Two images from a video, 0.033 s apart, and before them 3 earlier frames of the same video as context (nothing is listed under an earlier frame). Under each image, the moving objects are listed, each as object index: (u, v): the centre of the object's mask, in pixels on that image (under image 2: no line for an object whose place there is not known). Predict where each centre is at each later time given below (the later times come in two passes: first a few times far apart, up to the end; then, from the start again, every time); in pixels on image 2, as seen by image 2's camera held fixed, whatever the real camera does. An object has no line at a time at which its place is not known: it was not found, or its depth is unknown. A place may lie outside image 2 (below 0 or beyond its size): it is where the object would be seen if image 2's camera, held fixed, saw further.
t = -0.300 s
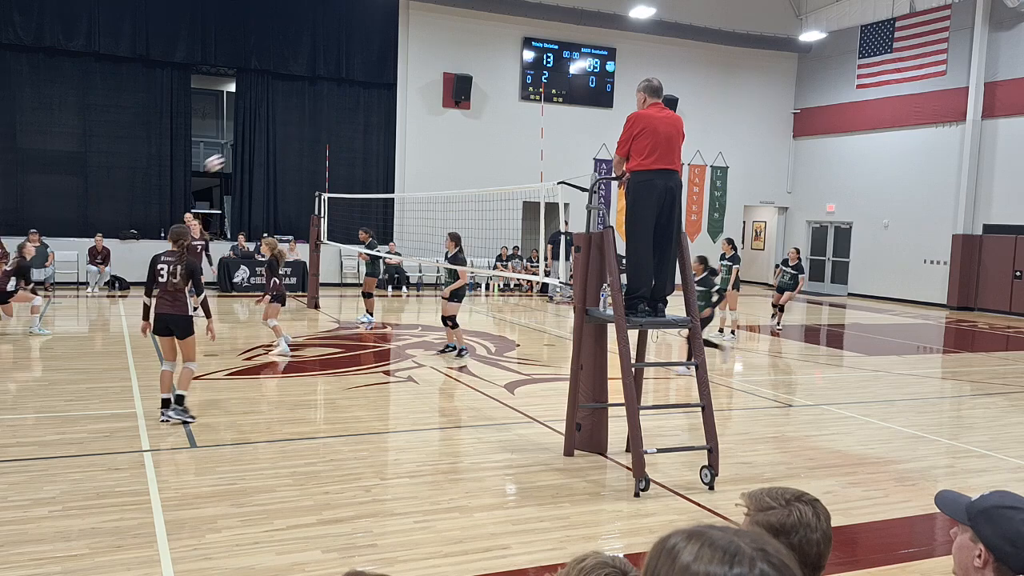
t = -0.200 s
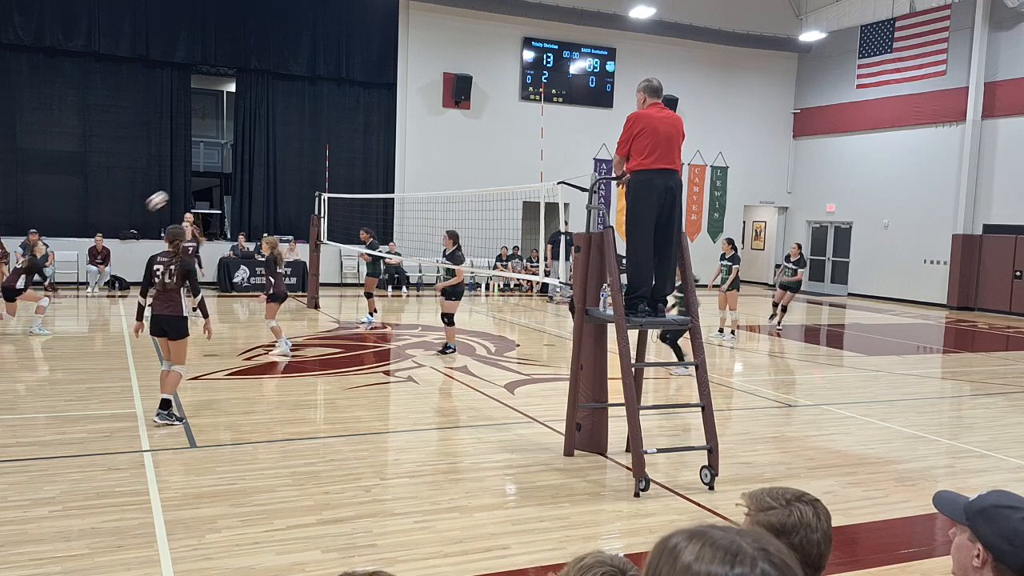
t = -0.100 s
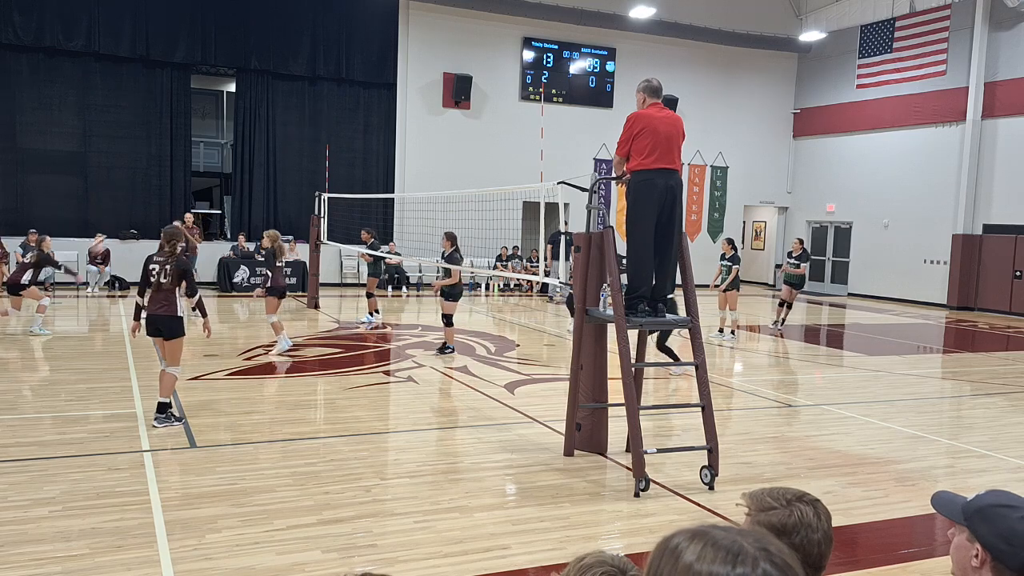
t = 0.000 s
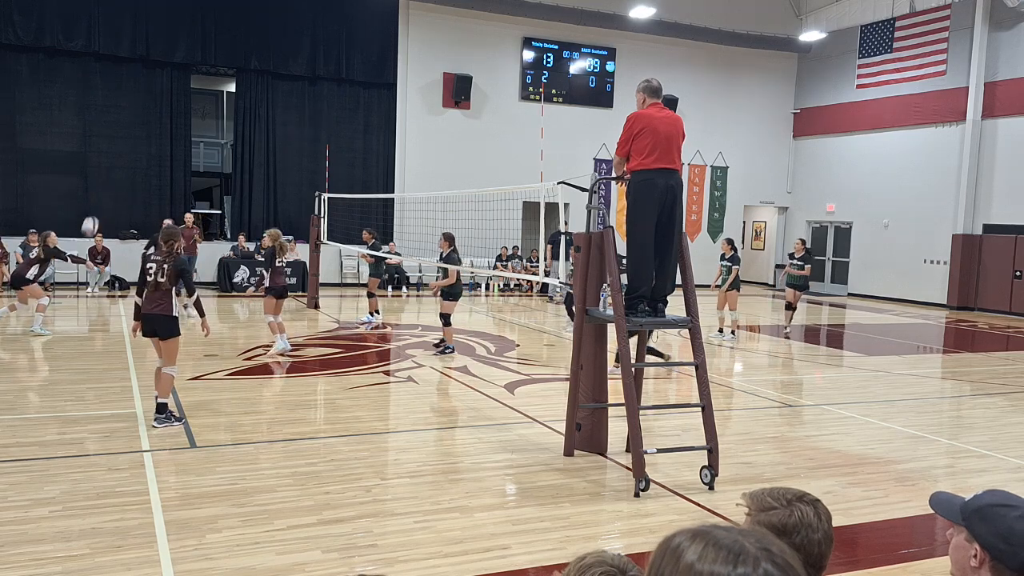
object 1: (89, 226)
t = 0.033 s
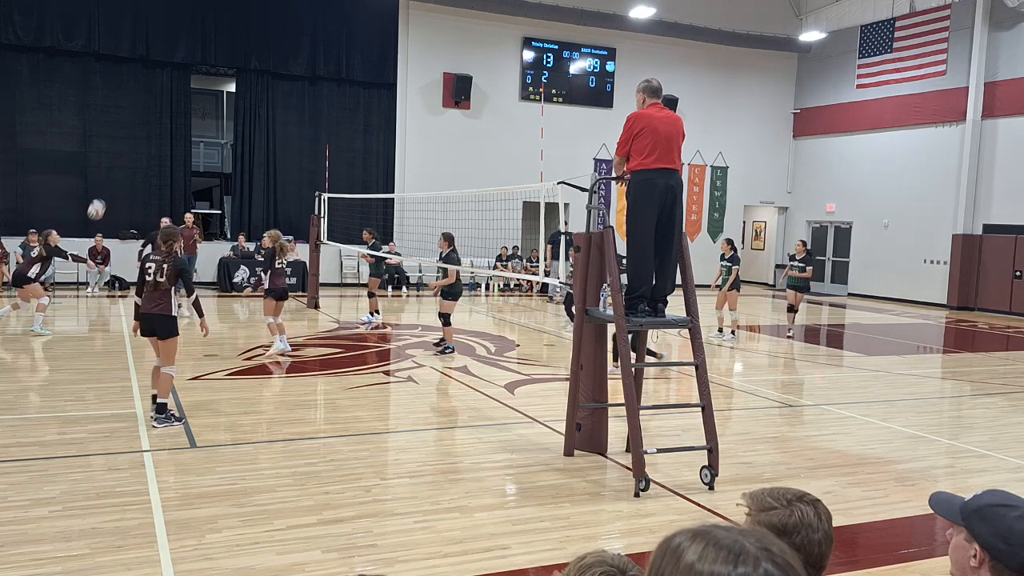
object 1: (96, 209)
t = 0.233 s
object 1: (133, 119)
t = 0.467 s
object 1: (177, 46)
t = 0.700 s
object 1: (221, 9)
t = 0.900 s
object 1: (260, 8)
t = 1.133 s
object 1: (307, 46)
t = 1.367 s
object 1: (353, 127)
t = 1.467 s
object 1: (374, 174)
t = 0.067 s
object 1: (102, 193)
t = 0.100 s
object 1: (108, 176)
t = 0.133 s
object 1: (115, 161)
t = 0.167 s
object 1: (121, 146)
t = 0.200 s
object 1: (127, 132)
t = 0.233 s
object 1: (133, 119)
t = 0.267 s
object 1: (139, 107)
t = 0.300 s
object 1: (146, 95)
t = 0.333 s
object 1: (152, 84)
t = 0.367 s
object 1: (158, 73)
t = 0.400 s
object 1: (164, 63)
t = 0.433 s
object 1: (170, 54)
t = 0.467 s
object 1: (177, 46)
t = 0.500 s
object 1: (183, 38)
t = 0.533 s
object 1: (189, 31)
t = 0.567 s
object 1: (196, 25)
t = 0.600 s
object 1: (202, 20)
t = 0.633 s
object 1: (208, 15)
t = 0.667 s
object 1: (215, 12)
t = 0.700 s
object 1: (221, 9)
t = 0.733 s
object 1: (228, 7)
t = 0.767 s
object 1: (234, 6)
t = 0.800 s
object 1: (240, 6)
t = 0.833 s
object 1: (247, 6)
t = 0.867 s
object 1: (253, 7)
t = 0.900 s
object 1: (260, 8)
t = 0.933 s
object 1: (267, 11)
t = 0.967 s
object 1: (273, 14)
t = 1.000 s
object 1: (280, 19)
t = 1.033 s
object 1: (287, 24)
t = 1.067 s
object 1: (293, 31)
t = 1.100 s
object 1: (300, 38)
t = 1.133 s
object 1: (307, 46)
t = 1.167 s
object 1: (313, 55)
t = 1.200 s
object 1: (320, 65)
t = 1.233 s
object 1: (326, 76)
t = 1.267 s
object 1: (333, 88)
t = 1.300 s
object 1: (340, 100)
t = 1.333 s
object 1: (347, 113)
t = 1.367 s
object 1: (353, 127)
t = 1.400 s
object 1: (360, 142)
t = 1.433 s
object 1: (367, 158)
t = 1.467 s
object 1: (374, 174)
